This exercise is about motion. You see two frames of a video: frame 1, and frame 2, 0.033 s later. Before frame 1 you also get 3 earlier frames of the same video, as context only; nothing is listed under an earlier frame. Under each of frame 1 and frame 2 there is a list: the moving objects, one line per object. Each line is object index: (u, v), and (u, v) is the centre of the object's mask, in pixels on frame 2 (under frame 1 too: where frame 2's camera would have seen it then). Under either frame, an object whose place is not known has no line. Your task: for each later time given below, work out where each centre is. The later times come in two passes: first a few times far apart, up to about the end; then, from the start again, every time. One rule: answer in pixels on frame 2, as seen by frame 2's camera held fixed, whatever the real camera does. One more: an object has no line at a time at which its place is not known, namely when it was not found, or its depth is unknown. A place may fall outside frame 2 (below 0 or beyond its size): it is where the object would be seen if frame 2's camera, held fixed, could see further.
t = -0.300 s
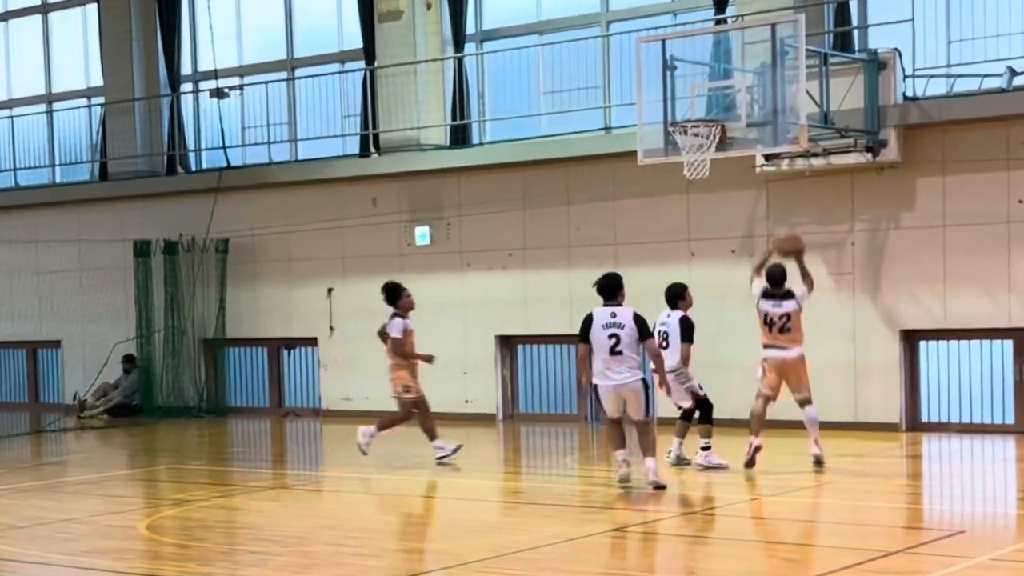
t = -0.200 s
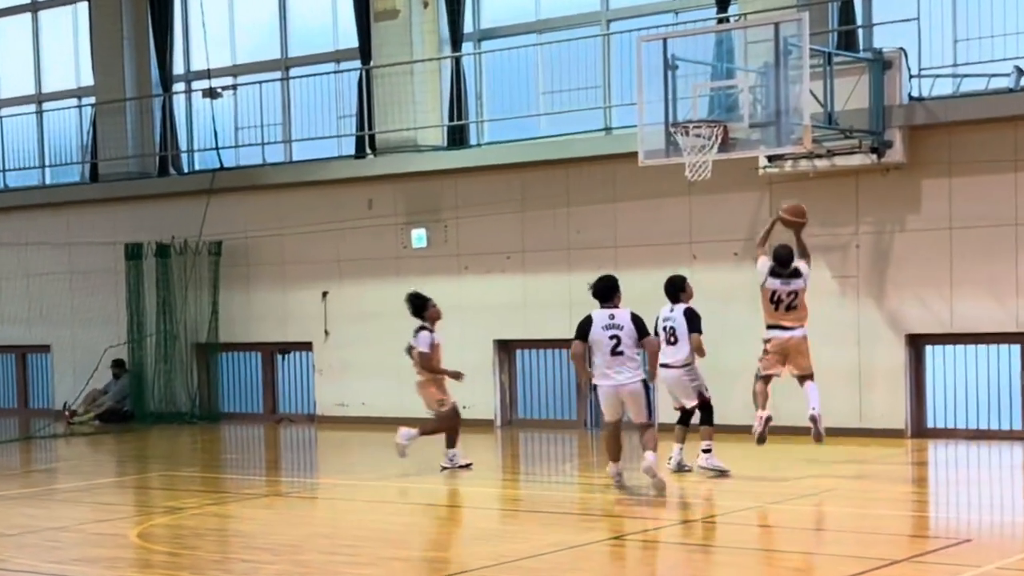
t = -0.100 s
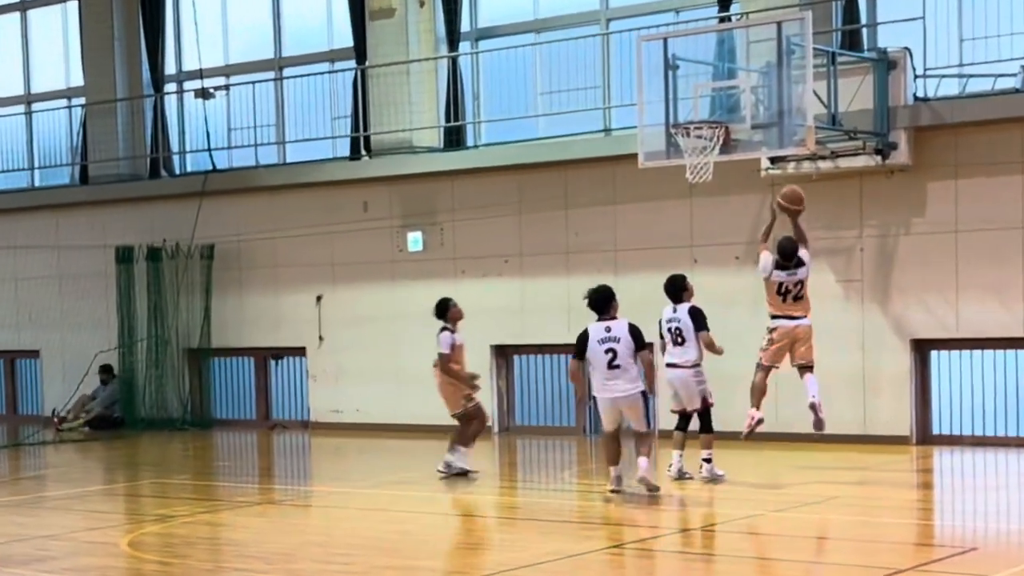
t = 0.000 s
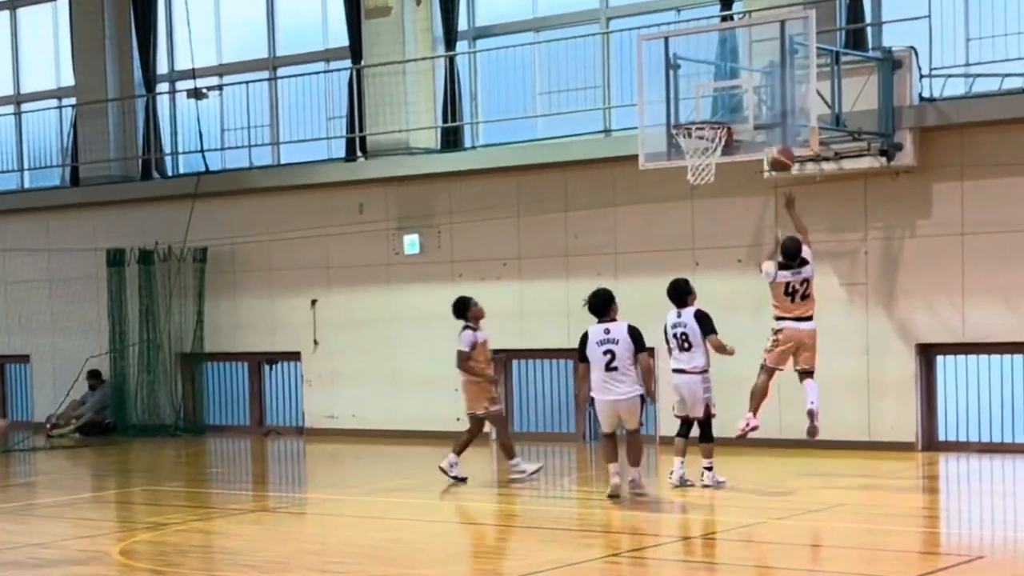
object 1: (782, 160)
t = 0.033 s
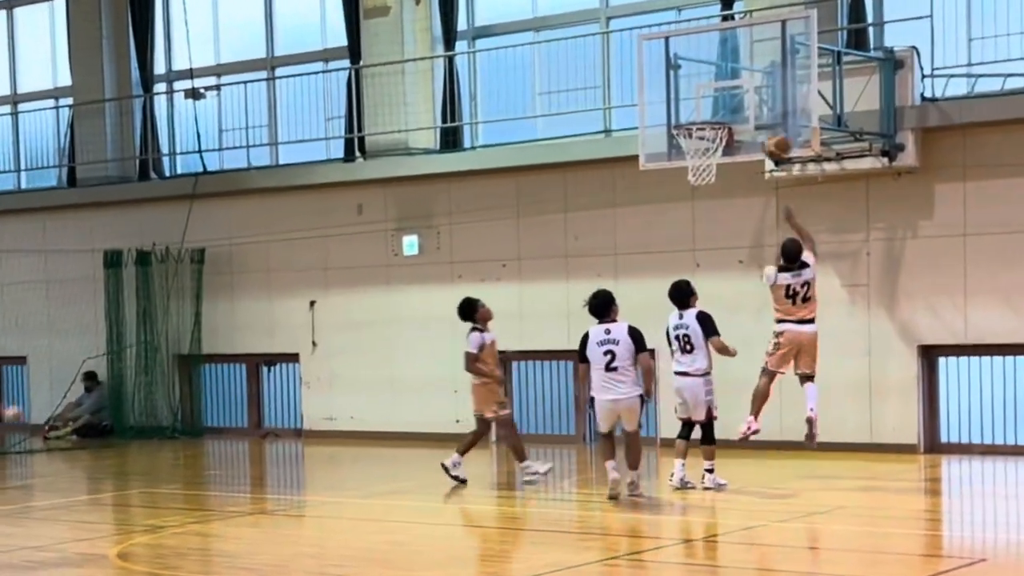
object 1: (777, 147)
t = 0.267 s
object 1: (738, 93)
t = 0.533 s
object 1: (687, 139)
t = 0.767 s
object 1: (679, 188)
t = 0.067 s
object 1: (770, 132)
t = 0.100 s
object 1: (765, 122)
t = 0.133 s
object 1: (760, 113)
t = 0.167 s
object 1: (755, 105)
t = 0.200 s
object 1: (750, 98)
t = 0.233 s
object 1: (745, 93)
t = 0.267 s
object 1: (738, 93)
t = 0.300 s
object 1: (732, 94)
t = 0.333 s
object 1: (726, 97)
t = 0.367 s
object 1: (720, 100)
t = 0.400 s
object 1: (713, 105)
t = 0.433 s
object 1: (706, 111)
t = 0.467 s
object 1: (699, 117)
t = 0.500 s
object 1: (694, 128)
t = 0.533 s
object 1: (687, 139)
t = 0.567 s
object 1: (682, 146)
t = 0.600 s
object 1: (680, 157)
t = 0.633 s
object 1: (678, 160)
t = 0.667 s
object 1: (680, 169)
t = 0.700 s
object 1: (679, 173)
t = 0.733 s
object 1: (680, 179)
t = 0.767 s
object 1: (679, 188)
